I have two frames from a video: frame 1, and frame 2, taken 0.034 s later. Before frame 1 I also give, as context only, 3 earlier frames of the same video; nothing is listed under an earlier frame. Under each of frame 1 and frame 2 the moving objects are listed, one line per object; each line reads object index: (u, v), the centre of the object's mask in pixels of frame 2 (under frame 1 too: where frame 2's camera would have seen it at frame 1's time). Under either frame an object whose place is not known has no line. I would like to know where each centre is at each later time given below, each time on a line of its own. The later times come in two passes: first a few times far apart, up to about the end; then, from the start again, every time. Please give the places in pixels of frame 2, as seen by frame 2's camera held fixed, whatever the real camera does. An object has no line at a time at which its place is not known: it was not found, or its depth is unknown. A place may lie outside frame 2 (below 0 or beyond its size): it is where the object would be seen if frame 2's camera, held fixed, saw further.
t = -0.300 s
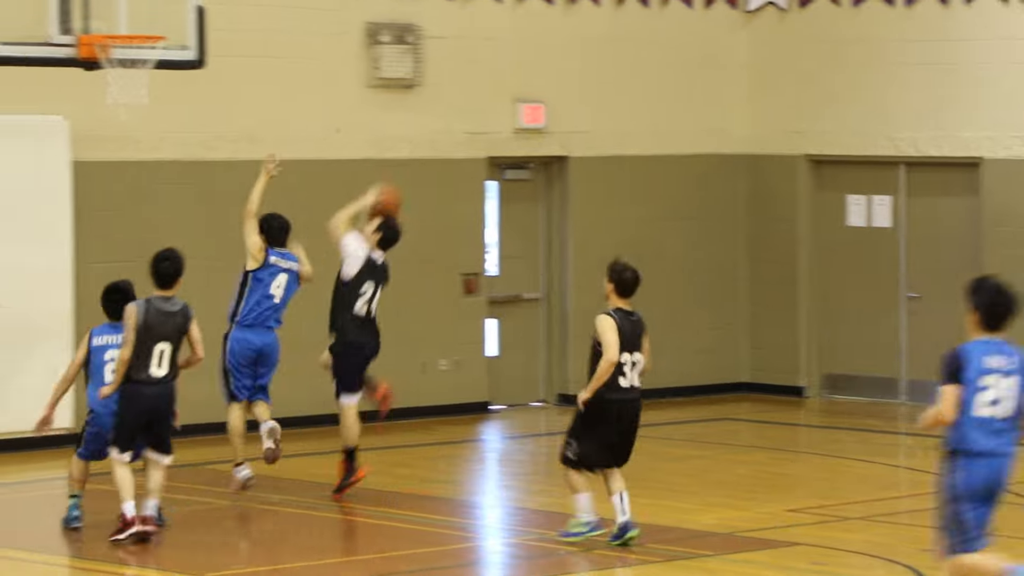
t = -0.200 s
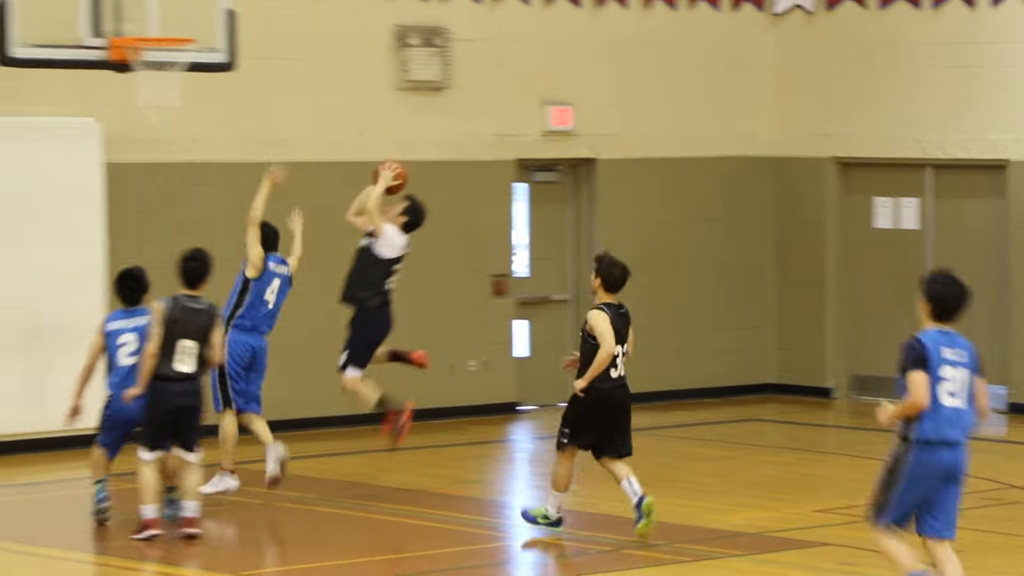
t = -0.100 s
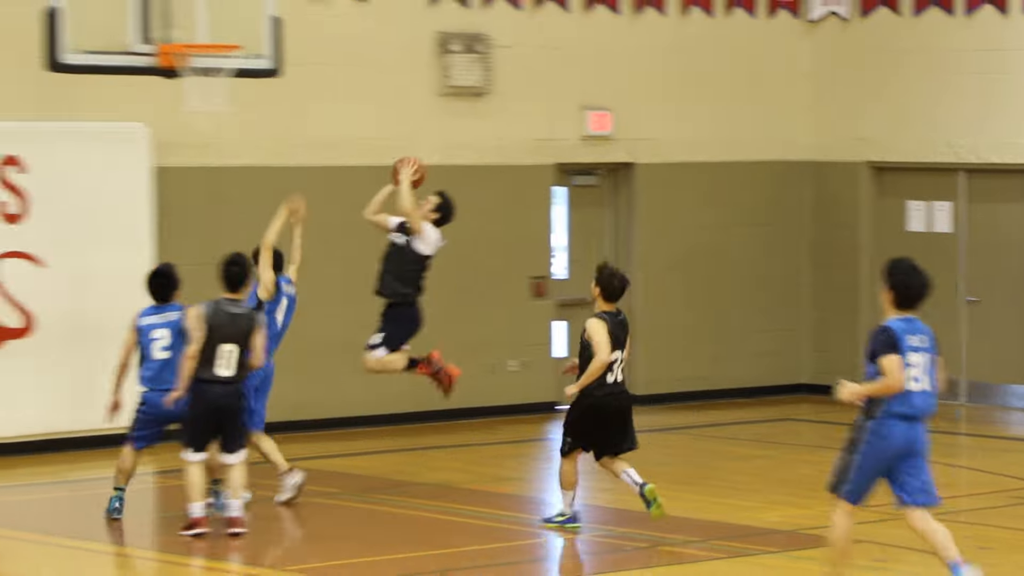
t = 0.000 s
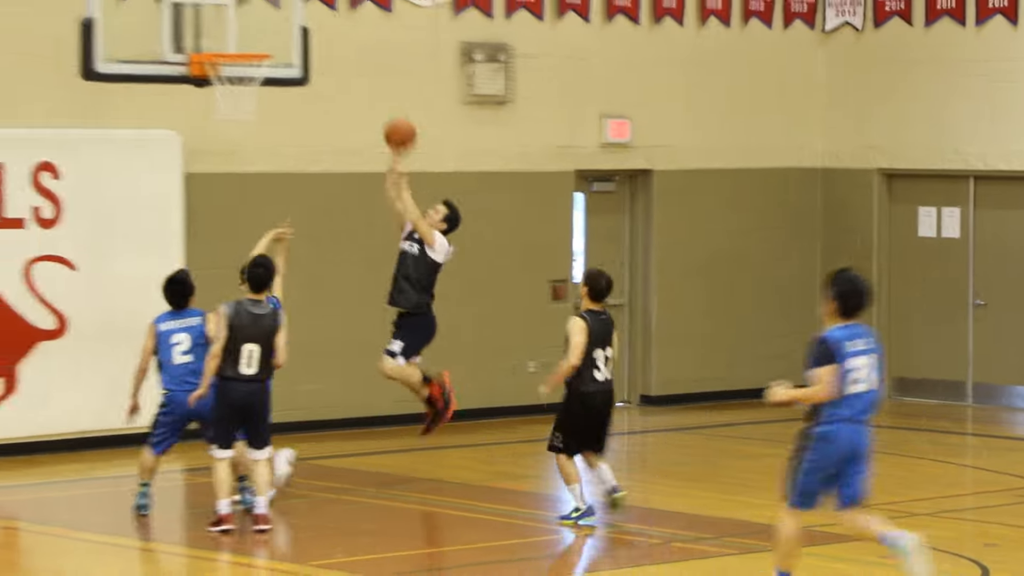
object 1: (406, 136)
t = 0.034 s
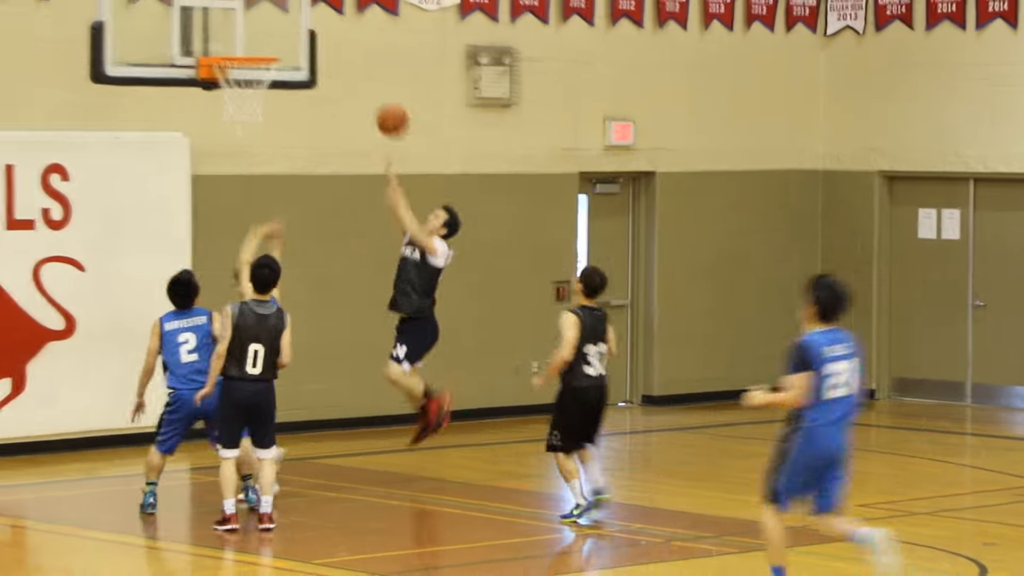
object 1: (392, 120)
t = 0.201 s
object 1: (324, 55)
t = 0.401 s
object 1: (255, 31)
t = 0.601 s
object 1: (242, 35)
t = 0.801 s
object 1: (232, 72)
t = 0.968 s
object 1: (236, 114)
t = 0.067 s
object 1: (377, 105)
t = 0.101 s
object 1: (364, 91)
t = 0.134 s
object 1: (352, 77)
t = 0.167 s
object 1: (338, 66)
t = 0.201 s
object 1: (324, 55)
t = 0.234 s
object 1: (310, 47)
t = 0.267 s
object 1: (296, 40)
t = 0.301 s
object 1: (282, 36)
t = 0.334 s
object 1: (268, 32)
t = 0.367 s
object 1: (257, 30)
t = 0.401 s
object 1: (255, 31)
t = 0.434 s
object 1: (253, 32)
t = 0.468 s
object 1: (250, 35)
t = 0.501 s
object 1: (248, 38)
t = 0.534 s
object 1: (246, 36)
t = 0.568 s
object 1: (244, 35)
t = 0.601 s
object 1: (242, 35)
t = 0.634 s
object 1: (241, 37)
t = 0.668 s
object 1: (238, 40)
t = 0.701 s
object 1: (237, 43)
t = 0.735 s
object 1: (235, 46)
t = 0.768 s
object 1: (234, 49)
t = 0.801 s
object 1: (232, 72)
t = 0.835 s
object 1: (229, 79)
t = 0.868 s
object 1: (228, 88)
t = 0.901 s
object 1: (233, 100)
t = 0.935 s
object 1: (234, 107)
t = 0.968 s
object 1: (236, 114)
